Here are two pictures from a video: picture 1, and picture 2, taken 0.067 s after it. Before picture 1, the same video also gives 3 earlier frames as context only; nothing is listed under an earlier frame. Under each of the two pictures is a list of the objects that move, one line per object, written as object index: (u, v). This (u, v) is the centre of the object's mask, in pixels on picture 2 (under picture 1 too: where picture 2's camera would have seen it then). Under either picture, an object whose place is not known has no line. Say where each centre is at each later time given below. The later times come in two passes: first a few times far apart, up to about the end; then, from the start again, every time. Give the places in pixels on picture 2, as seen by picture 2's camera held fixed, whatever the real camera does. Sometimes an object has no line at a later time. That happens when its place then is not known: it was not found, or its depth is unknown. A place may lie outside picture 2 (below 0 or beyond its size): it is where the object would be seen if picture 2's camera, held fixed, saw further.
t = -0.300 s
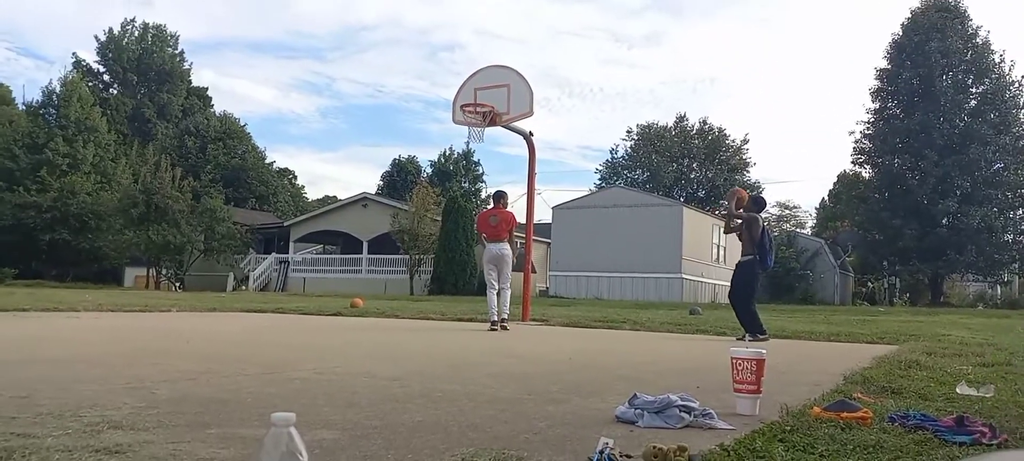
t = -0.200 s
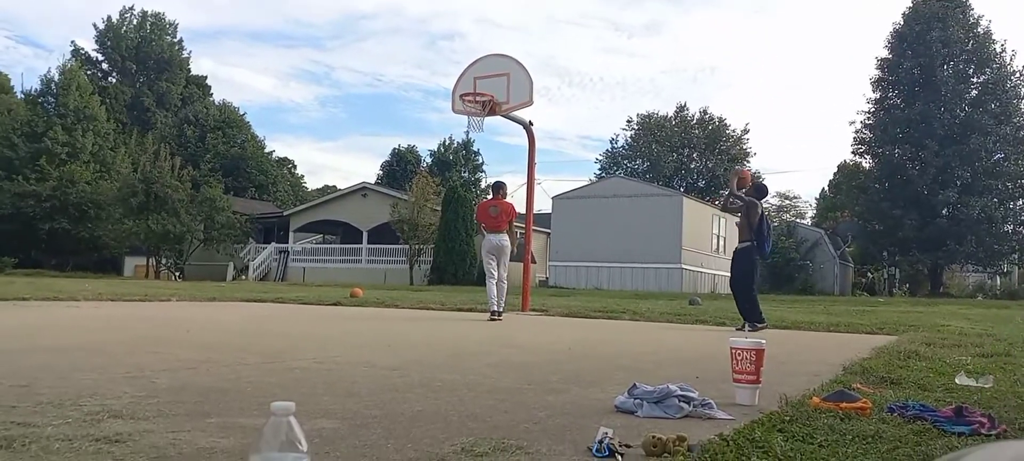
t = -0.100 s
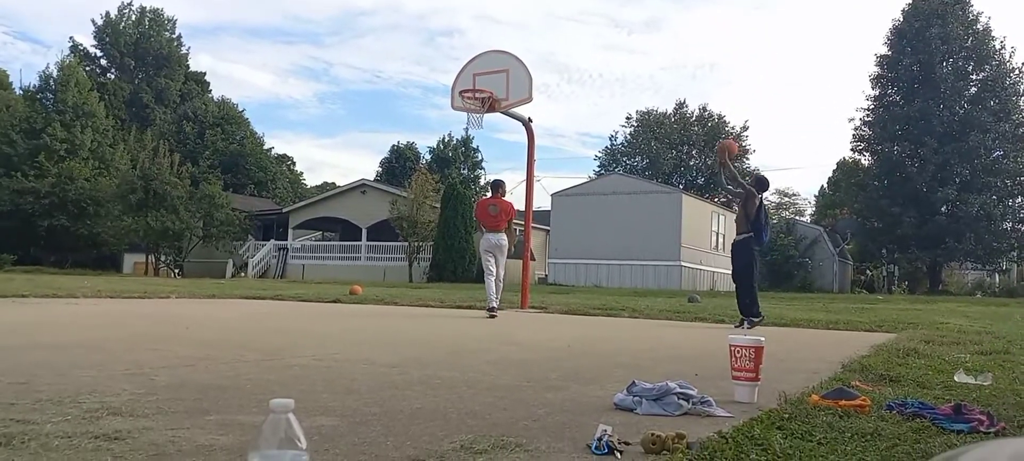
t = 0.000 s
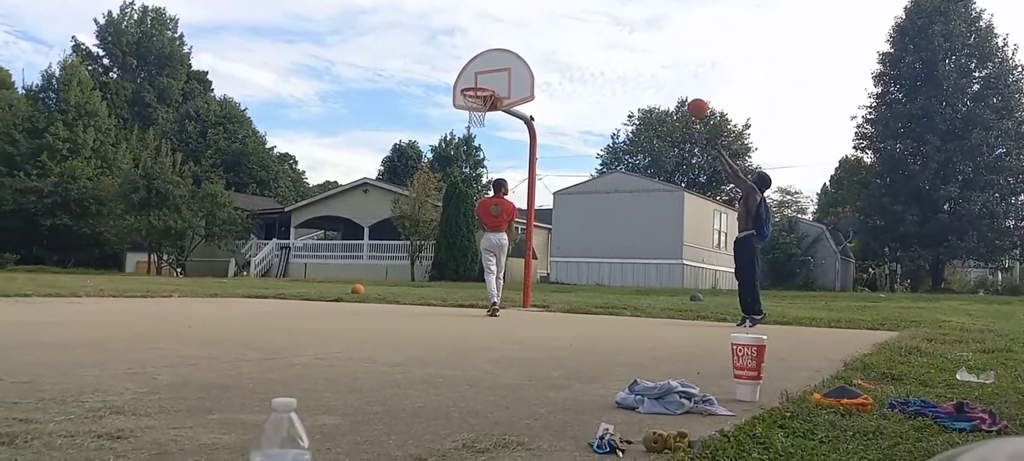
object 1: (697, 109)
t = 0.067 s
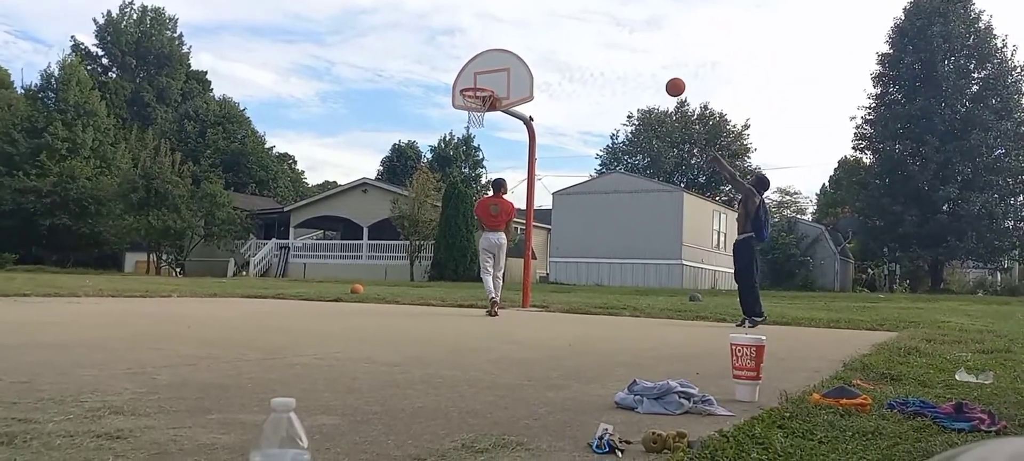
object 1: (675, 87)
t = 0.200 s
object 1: (634, 57)
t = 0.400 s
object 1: (577, 39)
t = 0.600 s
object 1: (524, 50)
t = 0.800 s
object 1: (475, 85)
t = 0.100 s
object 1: (665, 78)
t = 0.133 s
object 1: (654, 70)
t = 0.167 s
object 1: (644, 63)
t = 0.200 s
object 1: (634, 57)
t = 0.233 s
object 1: (625, 51)
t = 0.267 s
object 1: (615, 47)
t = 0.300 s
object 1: (605, 44)
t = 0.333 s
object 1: (596, 41)
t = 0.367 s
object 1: (587, 39)
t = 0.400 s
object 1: (577, 39)
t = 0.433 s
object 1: (568, 39)
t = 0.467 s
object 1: (558, 41)
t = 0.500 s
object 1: (550, 40)
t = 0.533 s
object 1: (541, 42)
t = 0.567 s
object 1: (532, 45)
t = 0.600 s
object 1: (524, 50)
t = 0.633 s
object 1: (515, 55)
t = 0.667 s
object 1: (507, 60)
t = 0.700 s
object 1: (498, 66)
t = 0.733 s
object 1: (490, 73)
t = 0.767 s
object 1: (482, 80)
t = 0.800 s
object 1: (475, 85)
